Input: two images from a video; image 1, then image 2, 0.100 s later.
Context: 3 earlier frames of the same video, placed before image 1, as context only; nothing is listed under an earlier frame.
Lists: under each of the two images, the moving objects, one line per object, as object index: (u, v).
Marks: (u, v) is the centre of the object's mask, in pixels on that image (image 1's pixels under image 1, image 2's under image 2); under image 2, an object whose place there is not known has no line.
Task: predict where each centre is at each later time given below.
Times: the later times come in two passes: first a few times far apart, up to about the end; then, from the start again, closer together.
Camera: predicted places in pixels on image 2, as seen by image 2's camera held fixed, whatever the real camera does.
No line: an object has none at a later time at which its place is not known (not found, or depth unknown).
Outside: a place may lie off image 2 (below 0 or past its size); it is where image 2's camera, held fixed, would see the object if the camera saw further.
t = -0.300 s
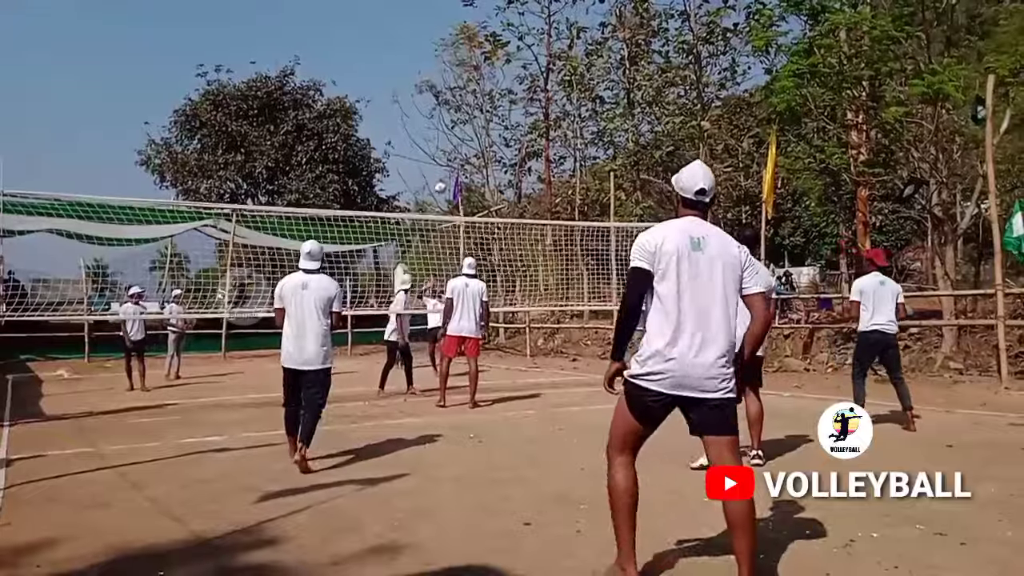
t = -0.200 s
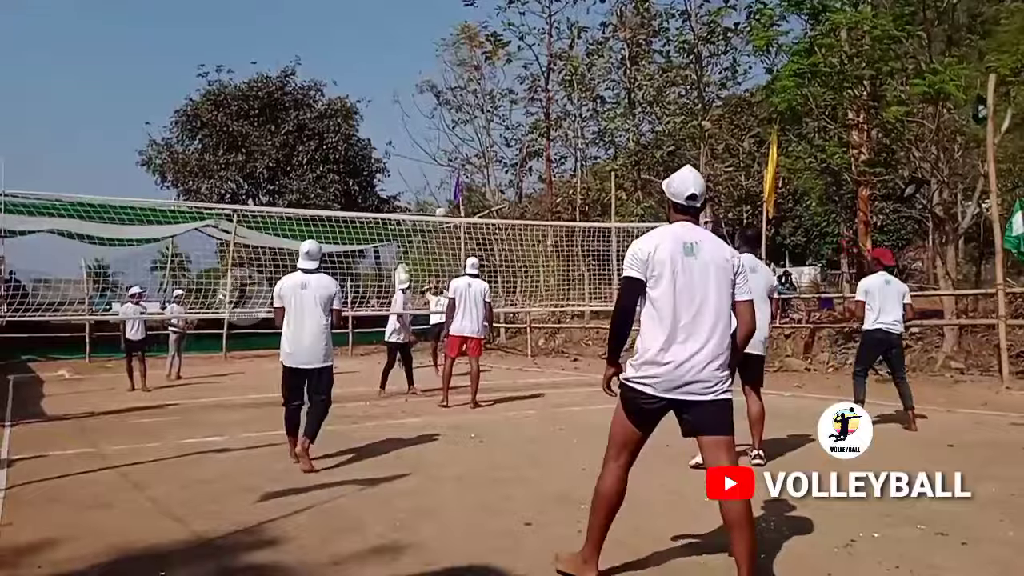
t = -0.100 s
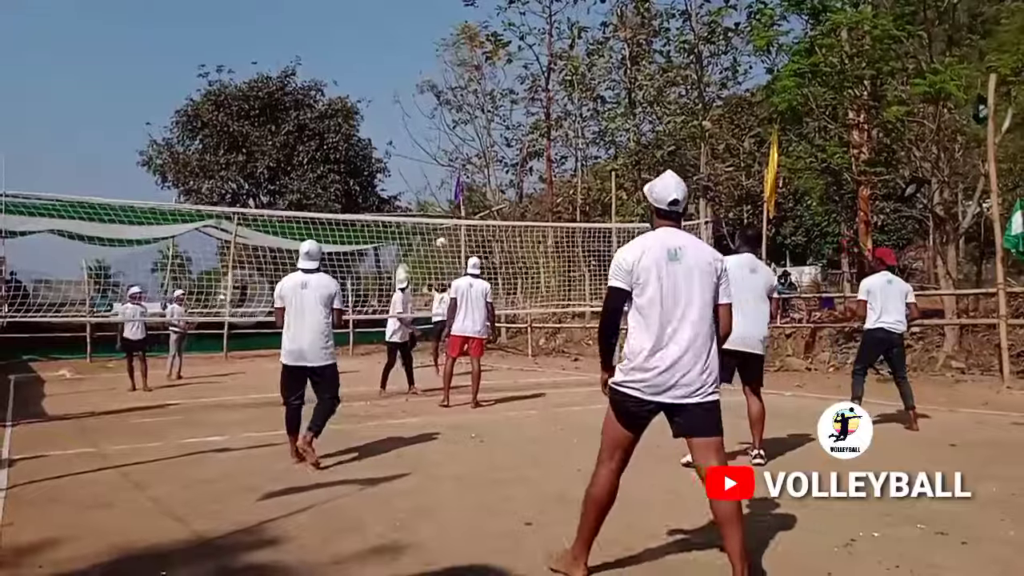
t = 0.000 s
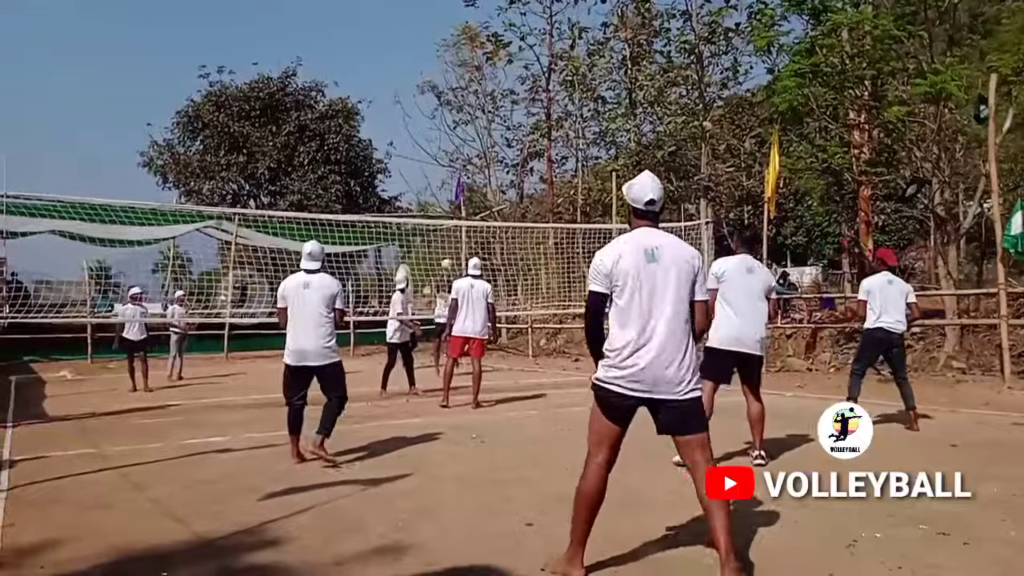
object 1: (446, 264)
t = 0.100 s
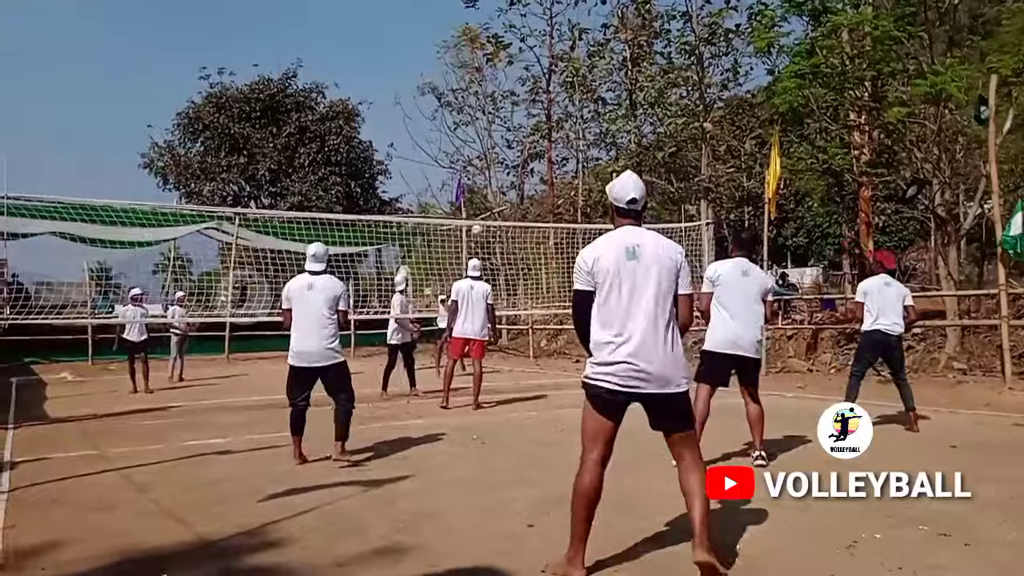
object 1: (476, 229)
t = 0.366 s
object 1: (569, 151)
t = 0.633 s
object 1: (687, 106)
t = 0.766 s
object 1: (759, 98)
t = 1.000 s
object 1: (917, 117)
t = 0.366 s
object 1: (569, 151)
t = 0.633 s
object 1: (687, 106)
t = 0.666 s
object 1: (704, 103)
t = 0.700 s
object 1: (723, 100)
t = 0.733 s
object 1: (741, 98)
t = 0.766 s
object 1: (759, 98)
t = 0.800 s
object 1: (779, 97)
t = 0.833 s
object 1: (799, 99)
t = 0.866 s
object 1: (821, 99)
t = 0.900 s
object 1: (843, 102)
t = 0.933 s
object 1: (867, 106)
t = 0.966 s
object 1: (892, 111)
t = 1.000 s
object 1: (917, 117)
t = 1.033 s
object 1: (945, 125)
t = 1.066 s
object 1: (973, 135)
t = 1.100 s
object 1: (1004, 146)
